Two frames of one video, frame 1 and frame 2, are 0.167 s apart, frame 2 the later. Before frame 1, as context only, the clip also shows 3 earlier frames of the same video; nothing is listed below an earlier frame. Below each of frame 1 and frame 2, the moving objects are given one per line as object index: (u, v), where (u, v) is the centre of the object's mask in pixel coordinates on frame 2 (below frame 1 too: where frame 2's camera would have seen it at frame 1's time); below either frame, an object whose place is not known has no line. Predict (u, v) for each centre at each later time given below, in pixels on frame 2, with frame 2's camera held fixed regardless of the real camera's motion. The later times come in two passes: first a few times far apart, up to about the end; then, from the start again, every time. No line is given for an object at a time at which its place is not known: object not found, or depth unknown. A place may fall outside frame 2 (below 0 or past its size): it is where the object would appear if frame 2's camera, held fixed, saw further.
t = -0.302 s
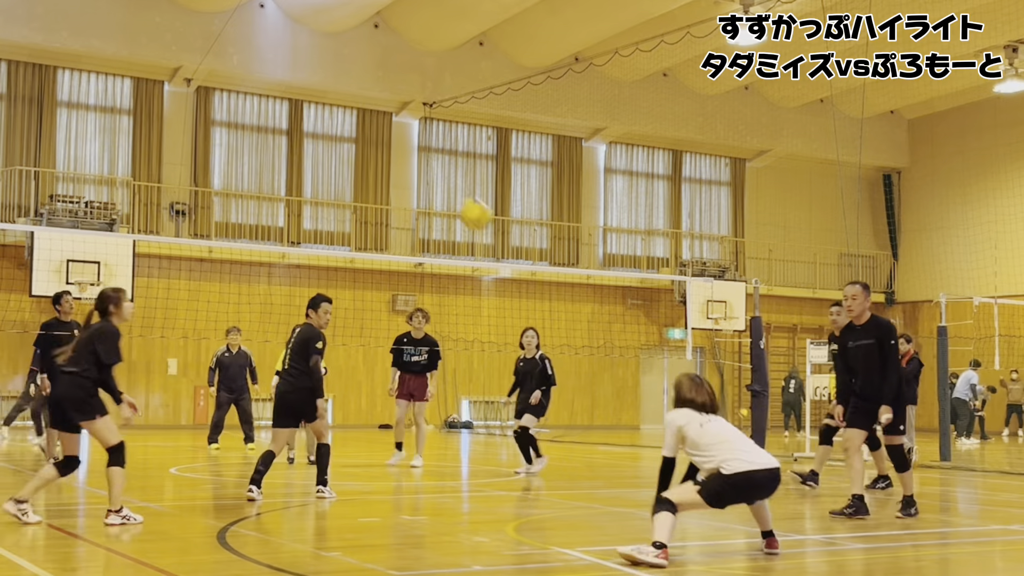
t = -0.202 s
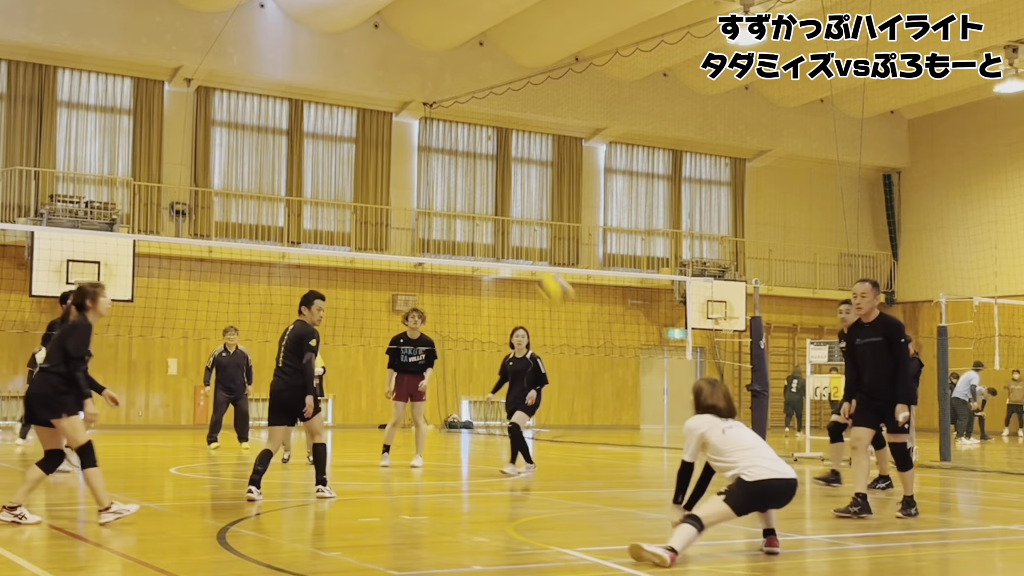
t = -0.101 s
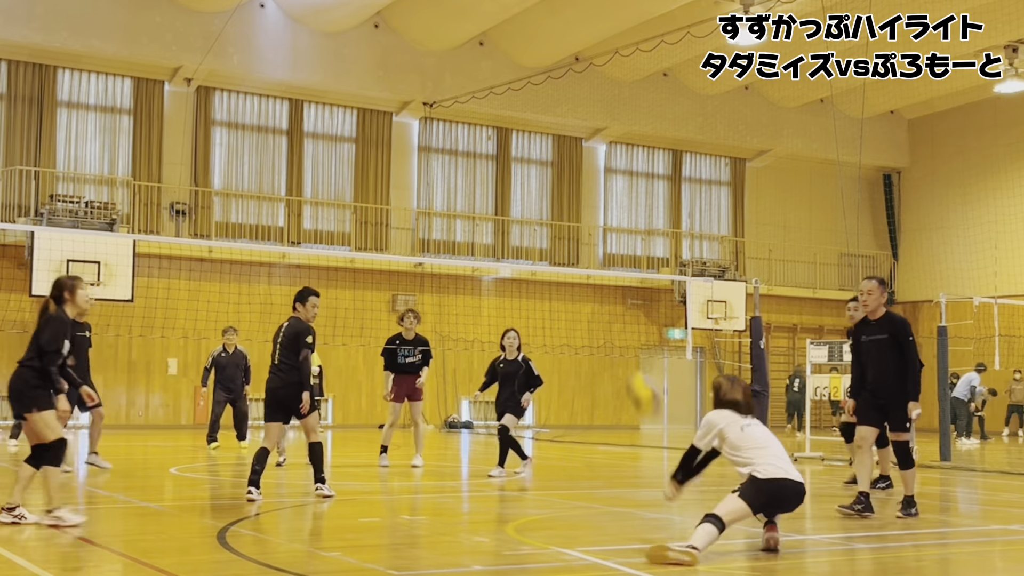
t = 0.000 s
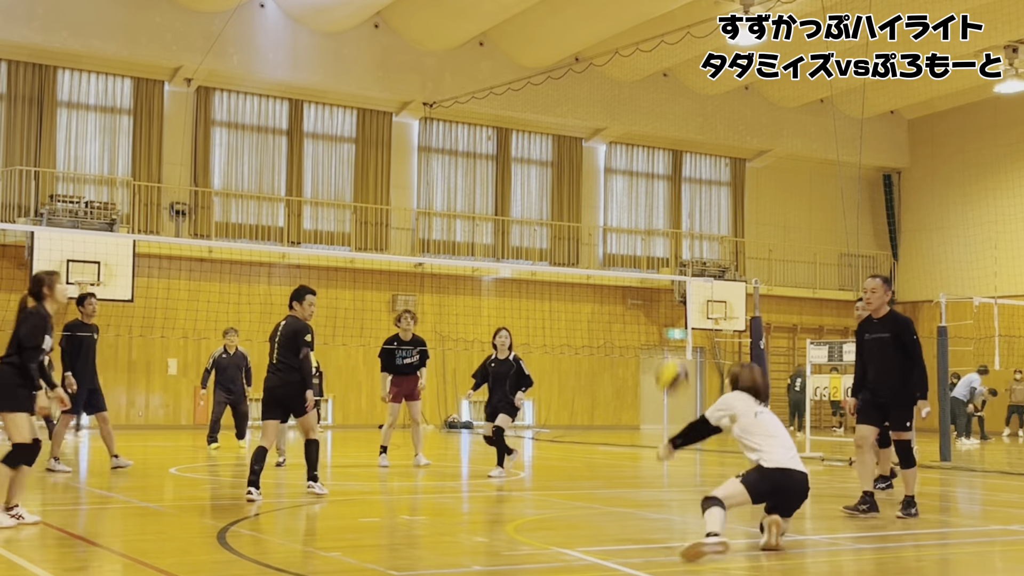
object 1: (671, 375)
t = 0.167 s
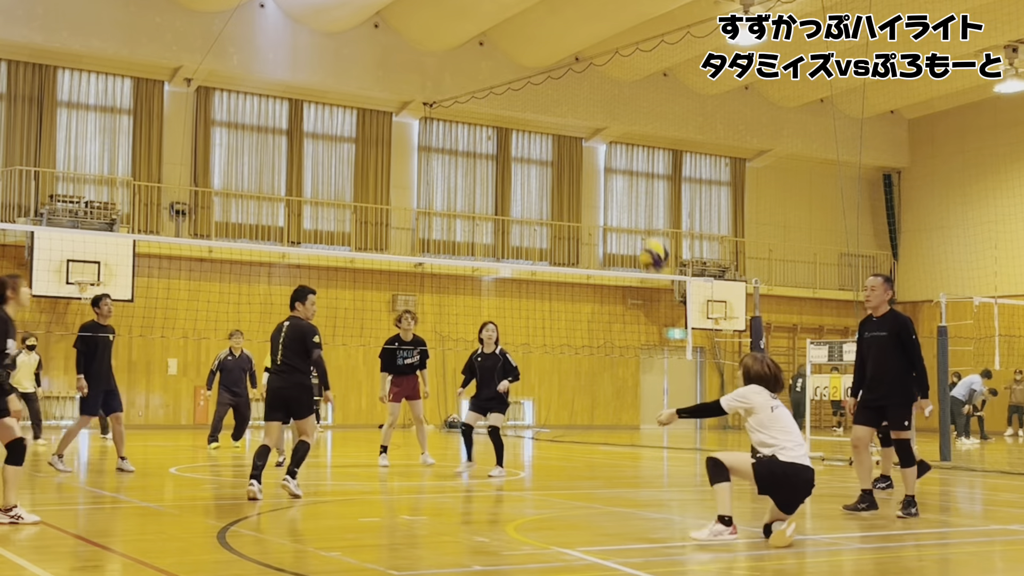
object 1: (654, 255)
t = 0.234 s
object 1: (647, 225)
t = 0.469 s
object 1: (625, 183)
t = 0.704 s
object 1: (610, 209)
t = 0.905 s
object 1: (599, 270)
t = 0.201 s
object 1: (650, 239)
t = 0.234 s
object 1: (647, 225)
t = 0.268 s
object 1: (644, 215)
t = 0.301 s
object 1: (640, 205)
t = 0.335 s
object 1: (637, 198)
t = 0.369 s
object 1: (634, 192)
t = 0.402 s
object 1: (631, 187)
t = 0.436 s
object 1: (628, 184)
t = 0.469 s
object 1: (625, 183)
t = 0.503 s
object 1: (623, 183)
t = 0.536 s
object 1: (620, 184)
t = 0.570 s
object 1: (618, 186)
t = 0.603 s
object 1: (616, 191)
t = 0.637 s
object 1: (614, 196)
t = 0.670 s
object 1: (612, 202)
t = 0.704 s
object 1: (610, 209)
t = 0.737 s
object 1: (607, 217)
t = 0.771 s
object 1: (605, 226)
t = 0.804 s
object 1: (603, 235)
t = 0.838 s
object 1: (603, 247)
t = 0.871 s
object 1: (601, 258)
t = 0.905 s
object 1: (599, 270)
